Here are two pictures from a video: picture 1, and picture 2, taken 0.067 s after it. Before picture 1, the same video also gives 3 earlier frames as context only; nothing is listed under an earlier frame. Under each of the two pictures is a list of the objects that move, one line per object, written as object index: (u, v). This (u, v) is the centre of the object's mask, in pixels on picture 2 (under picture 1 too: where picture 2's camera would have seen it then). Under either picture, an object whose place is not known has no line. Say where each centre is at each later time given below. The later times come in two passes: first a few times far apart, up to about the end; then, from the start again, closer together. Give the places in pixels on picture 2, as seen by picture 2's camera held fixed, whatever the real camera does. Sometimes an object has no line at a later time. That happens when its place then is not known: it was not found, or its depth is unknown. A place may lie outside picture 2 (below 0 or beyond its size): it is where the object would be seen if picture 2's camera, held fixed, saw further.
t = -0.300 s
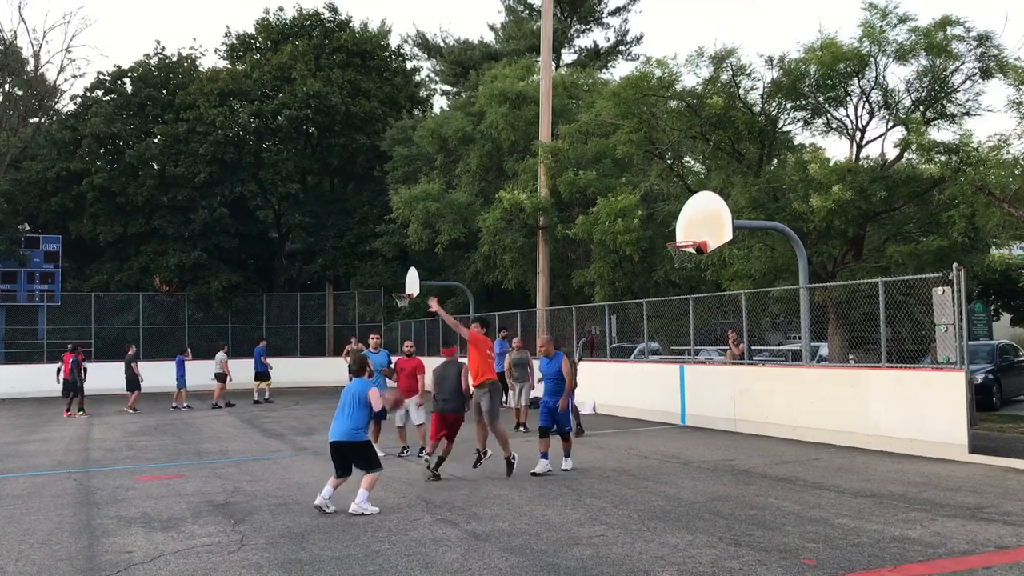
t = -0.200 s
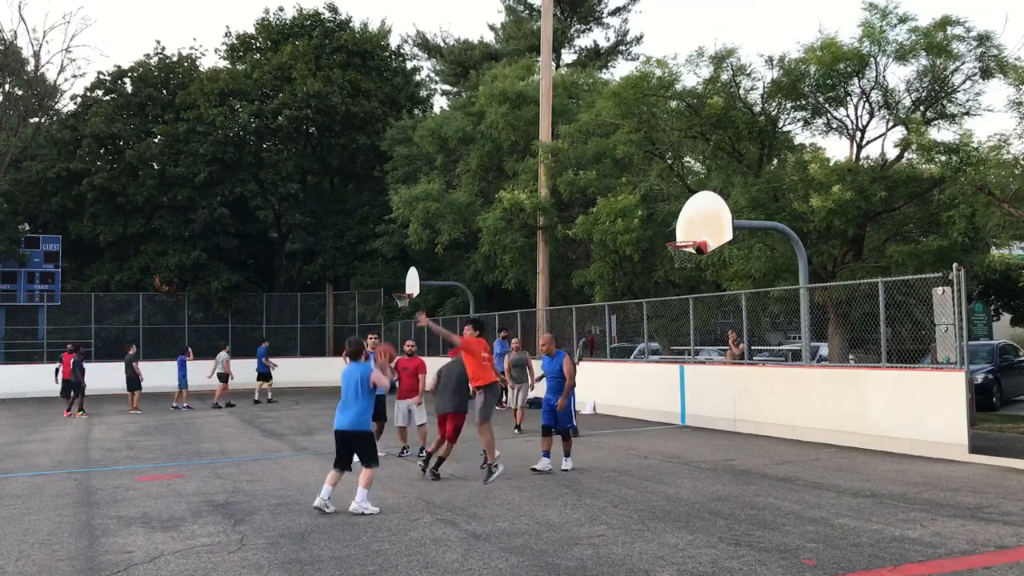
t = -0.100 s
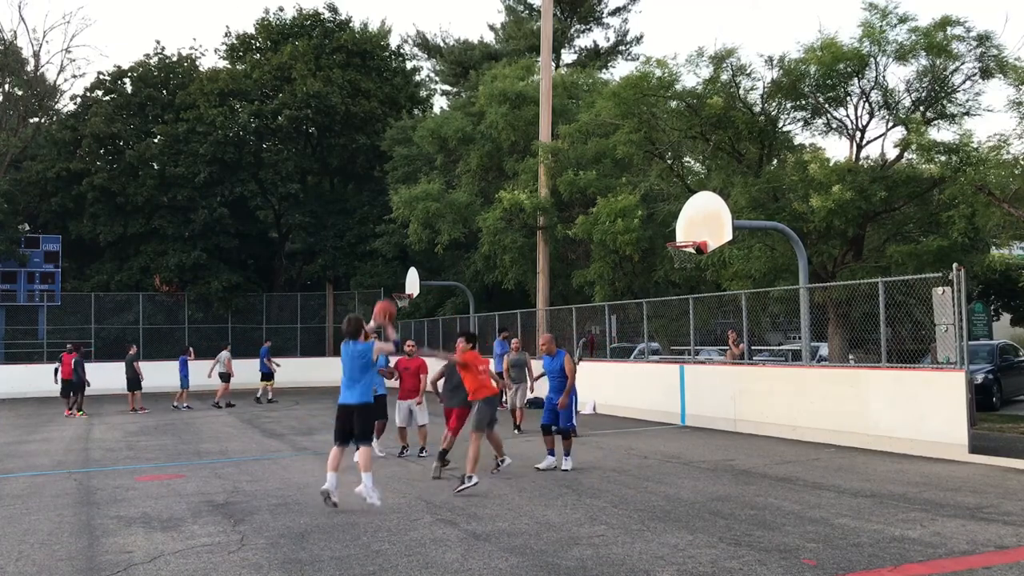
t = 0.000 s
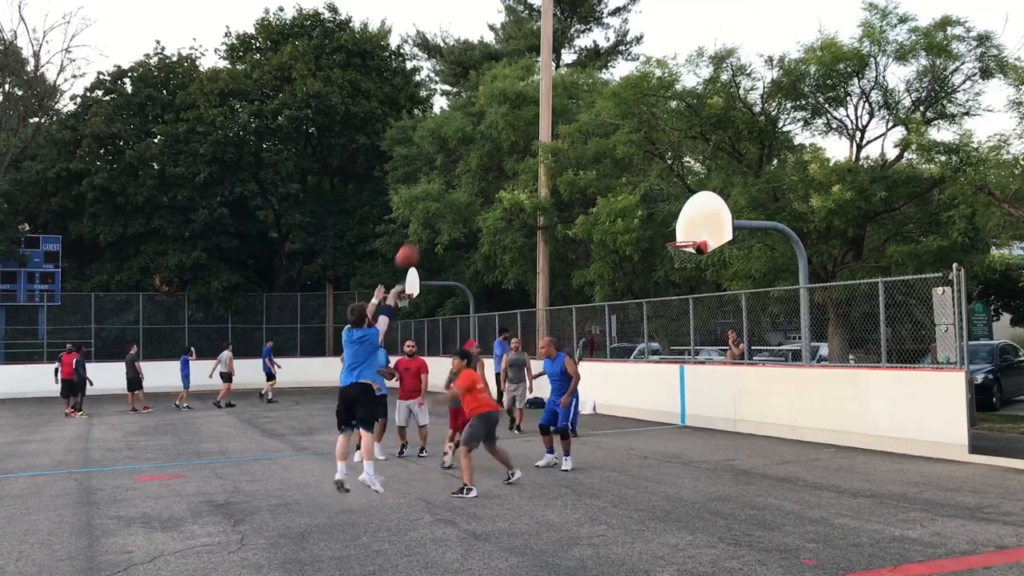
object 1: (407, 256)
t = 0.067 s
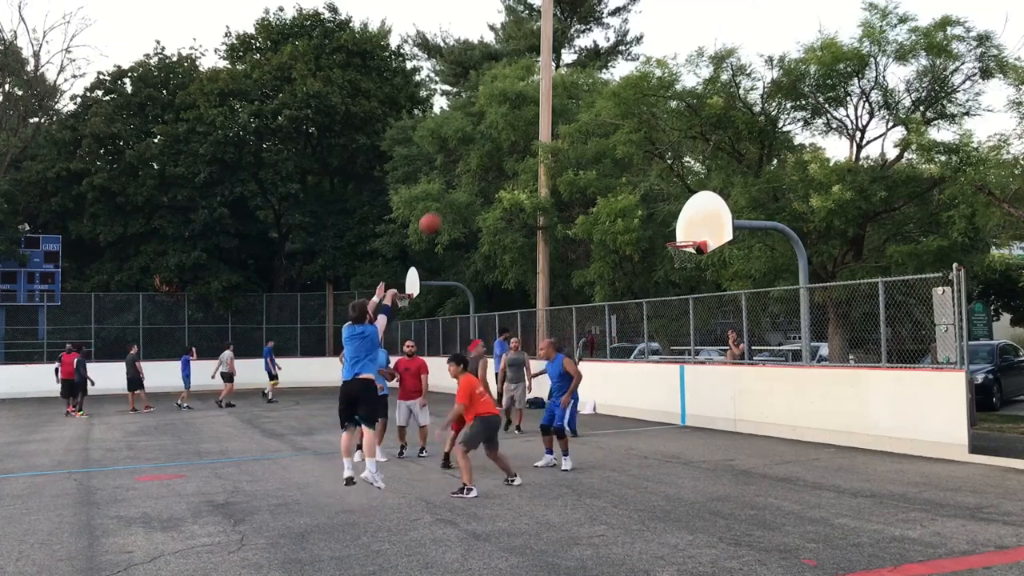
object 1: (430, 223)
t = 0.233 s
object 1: (481, 164)
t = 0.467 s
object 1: (543, 127)
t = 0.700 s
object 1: (597, 132)
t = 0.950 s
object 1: (648, 175)
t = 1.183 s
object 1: (689, 243)
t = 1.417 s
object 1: (668, 274)
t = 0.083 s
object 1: (436, 216)
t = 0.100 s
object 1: (441, 209)
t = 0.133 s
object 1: (451, 195)
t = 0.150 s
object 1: (457, 190)
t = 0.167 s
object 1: (461, 184)
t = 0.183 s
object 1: (466, 179)
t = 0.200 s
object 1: (472, 174)
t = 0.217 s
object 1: (476, 169)
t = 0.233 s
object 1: (481, 164)
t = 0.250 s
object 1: (487, 160)
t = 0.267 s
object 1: (491, 156)
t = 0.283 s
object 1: (495, 152)
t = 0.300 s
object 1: (500, 147)
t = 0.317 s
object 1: (505, 144)
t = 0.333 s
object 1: (509, 142)
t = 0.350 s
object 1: (513, 139)
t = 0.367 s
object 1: (518, 136)
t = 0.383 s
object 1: (522, 134)
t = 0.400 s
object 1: (527, 132)
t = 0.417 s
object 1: (530, 131)
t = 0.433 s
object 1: (534, 130)
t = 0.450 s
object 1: (539, 128)
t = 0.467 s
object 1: (543, 127)
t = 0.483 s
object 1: (548, 126)
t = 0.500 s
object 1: (553, 125)
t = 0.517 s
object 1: (557, 124)
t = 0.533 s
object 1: (560, 124)
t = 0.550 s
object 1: (564, 123)
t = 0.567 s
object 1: (568, 124)
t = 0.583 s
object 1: (571, 124)
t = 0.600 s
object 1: (575, 125)
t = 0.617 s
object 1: (579, 125)
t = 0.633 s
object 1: (582, 127)
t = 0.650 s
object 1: (587, 127)
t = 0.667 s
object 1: (590, 129)
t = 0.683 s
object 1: (593, 130)
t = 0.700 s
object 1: (597, 132)
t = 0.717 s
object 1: (601, 133)
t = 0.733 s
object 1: (605, 135)
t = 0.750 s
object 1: (607, 137)
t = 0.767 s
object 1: (611, 139)
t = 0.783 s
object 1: (615, 141)
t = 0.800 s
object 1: (618, 143)
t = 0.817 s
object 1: (622, 147)
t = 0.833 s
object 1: (625, 149)
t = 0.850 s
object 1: (629, 153)
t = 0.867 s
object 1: (632, 156)
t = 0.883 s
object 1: (634, 160)
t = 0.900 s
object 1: (638, 163)
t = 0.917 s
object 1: (641, 166)
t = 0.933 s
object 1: (645, 170)
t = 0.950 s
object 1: (648, 175)
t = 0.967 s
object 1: (651, 178)
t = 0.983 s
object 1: (654, 183)
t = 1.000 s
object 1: (658, 188)
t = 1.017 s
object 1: (661, 191)
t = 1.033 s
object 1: (665, 197)
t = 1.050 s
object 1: (667, 201)
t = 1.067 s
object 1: (671, 207)
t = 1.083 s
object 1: (673, 211)
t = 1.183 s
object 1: (689, 243)
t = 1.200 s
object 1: (687, 247)
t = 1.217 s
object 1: (685, 250)
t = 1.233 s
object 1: (685, 255)
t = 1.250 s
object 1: (683, 258)
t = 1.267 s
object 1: (682, 260)
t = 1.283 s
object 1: (681, 260)
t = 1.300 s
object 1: (680, 261)
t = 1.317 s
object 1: (676, 262)
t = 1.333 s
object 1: (676, 263)
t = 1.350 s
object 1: (673, 265)
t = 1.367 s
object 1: (671, 268)
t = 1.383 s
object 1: (670, 270)
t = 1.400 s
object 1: (670, 272)
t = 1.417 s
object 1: (668, 274)
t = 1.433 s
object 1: (666, 277)
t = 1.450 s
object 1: (663, 280)
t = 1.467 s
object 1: (662, 283)
